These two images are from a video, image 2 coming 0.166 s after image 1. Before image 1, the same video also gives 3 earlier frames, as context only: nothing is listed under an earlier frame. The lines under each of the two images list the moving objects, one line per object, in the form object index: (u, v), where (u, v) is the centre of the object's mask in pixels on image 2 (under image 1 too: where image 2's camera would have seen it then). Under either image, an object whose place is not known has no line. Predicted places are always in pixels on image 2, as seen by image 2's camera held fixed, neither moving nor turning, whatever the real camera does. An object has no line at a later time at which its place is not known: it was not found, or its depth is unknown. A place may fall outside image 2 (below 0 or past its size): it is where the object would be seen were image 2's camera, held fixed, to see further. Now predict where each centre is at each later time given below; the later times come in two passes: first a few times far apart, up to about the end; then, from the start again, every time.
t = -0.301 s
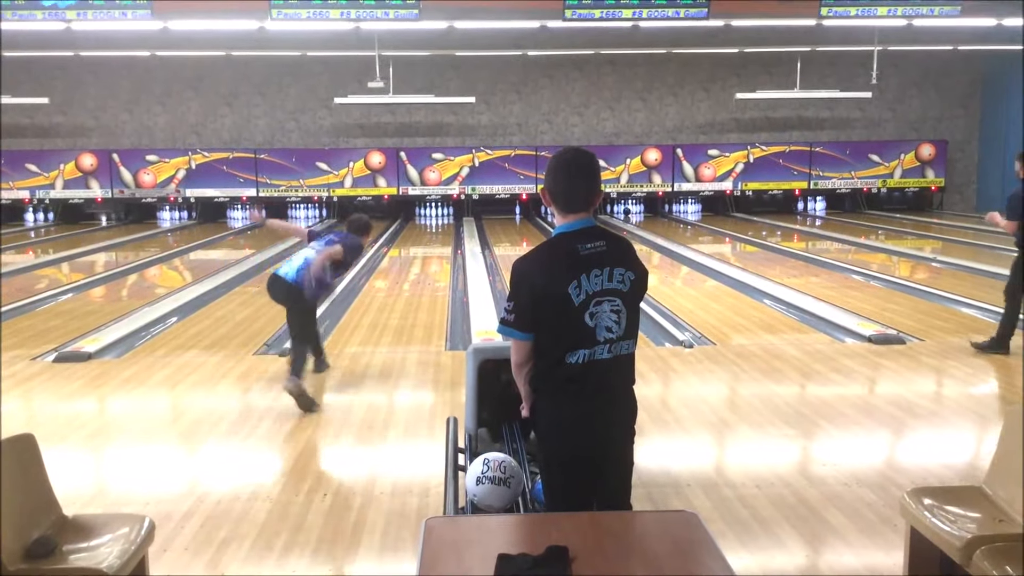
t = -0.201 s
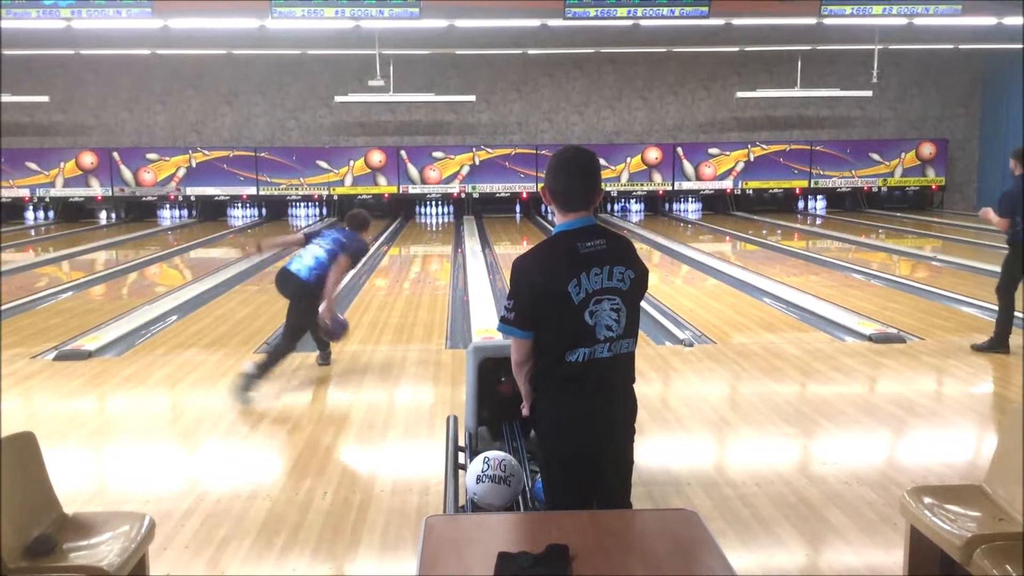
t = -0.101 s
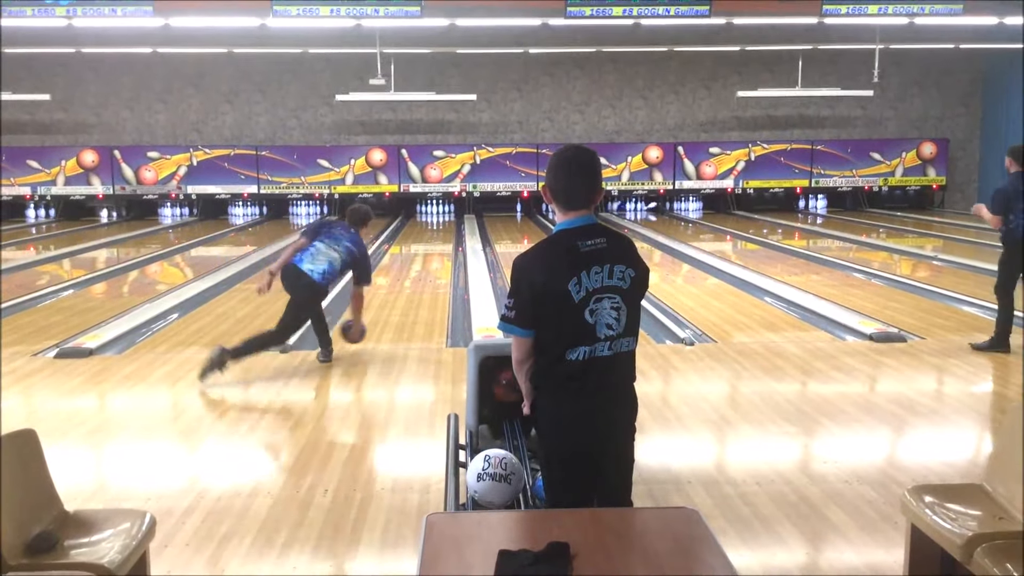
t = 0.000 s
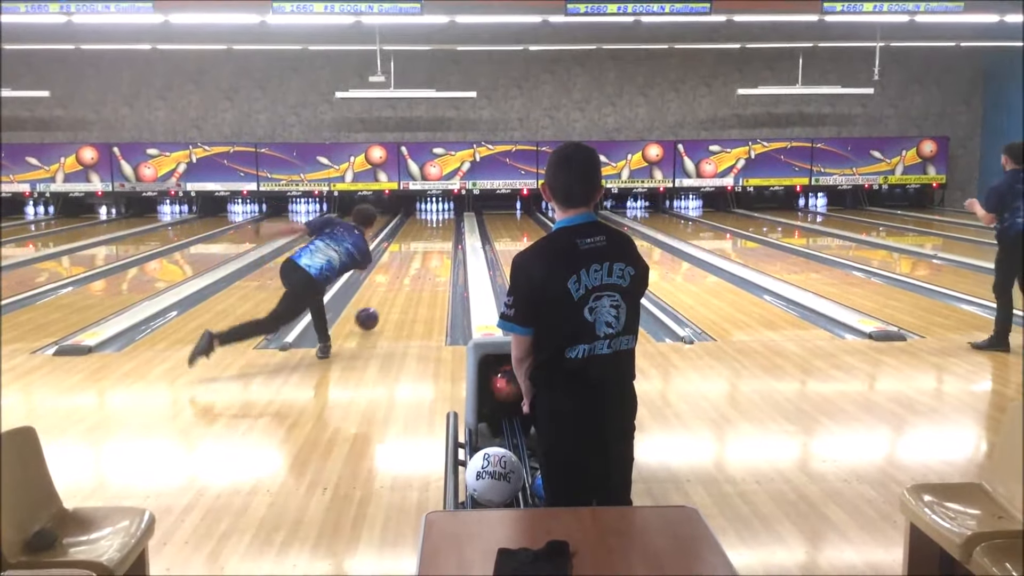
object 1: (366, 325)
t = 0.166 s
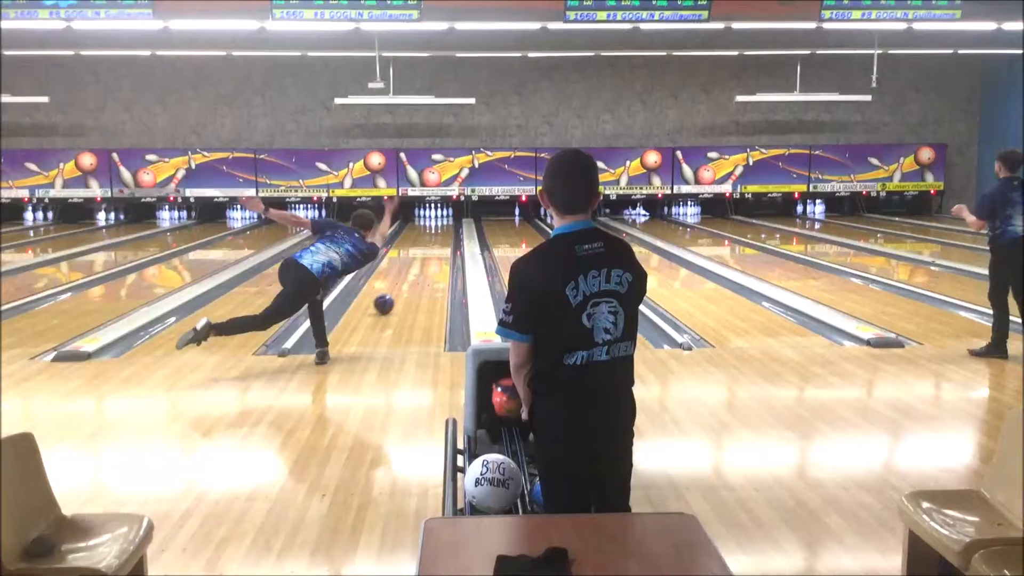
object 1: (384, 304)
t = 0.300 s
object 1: (395, 289)
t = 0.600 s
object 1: (413, 265)
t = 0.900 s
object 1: (425, 250)
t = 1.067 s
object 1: (430, 241)
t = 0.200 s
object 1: (387, 300)
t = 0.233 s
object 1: (390, 296)
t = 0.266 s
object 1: (393, 292)
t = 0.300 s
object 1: (395, 289)
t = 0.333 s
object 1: (397, 286)
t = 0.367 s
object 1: (400, 283)
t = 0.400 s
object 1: (401, 280)
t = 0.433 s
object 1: (404, 278)
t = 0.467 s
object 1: (406, 275)
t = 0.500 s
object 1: (408, 273)
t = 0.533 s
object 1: (409, 270)
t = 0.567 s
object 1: (411, 268)
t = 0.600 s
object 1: (413, 265)
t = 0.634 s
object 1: (414, 263)
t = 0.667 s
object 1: (416, 261)
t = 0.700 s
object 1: (417, 259)
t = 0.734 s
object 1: (419, 257)
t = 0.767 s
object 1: (420, 256)
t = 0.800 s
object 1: (421, 254)
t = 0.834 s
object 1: (423, 252)
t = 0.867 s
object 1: (424, 251)
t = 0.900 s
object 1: (425, 250)
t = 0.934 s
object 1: (426, 248)
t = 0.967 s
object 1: (427, 246)
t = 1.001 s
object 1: (428, 244)
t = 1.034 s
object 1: (429, 243)
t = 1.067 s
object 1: (430, 241)
